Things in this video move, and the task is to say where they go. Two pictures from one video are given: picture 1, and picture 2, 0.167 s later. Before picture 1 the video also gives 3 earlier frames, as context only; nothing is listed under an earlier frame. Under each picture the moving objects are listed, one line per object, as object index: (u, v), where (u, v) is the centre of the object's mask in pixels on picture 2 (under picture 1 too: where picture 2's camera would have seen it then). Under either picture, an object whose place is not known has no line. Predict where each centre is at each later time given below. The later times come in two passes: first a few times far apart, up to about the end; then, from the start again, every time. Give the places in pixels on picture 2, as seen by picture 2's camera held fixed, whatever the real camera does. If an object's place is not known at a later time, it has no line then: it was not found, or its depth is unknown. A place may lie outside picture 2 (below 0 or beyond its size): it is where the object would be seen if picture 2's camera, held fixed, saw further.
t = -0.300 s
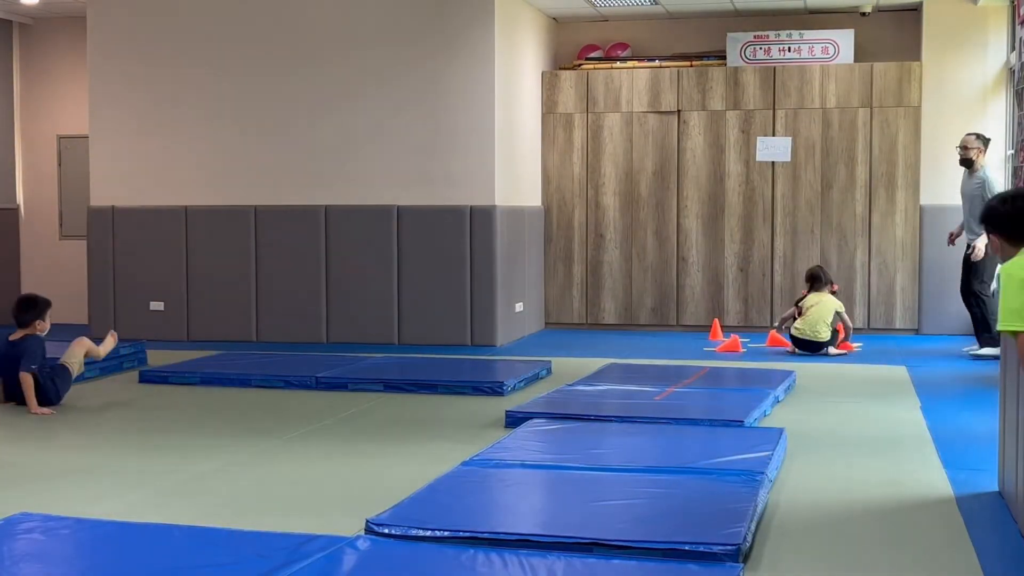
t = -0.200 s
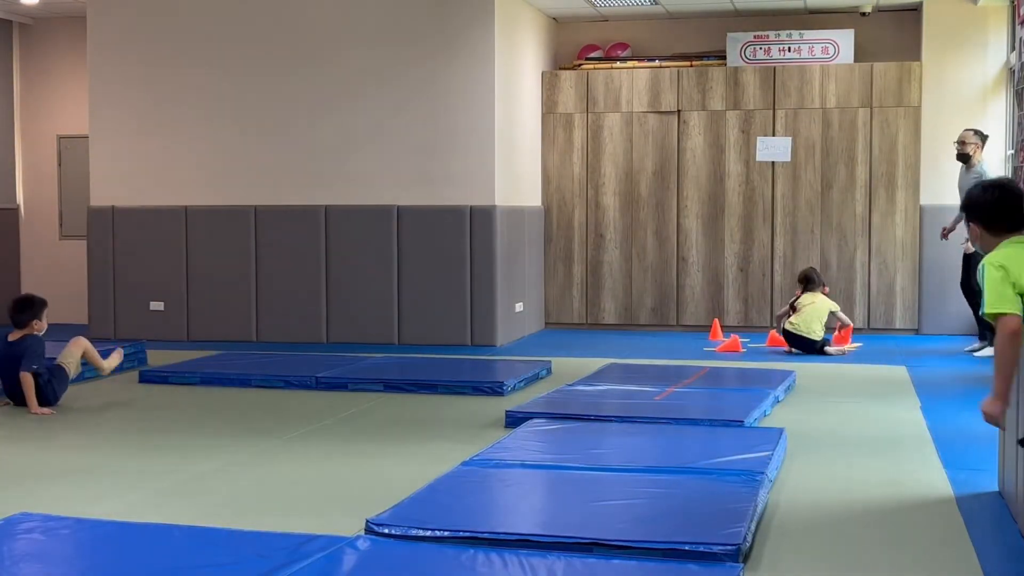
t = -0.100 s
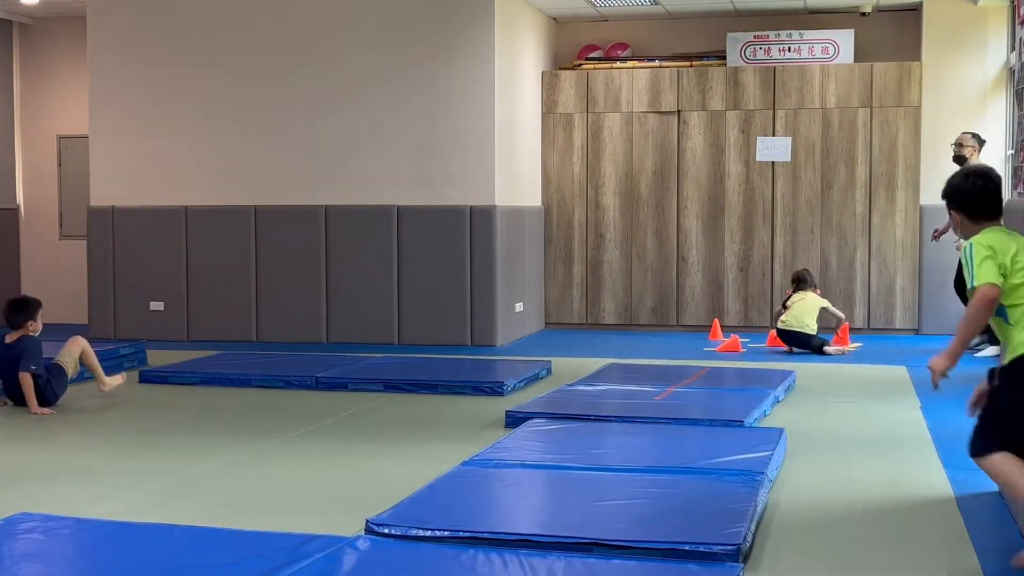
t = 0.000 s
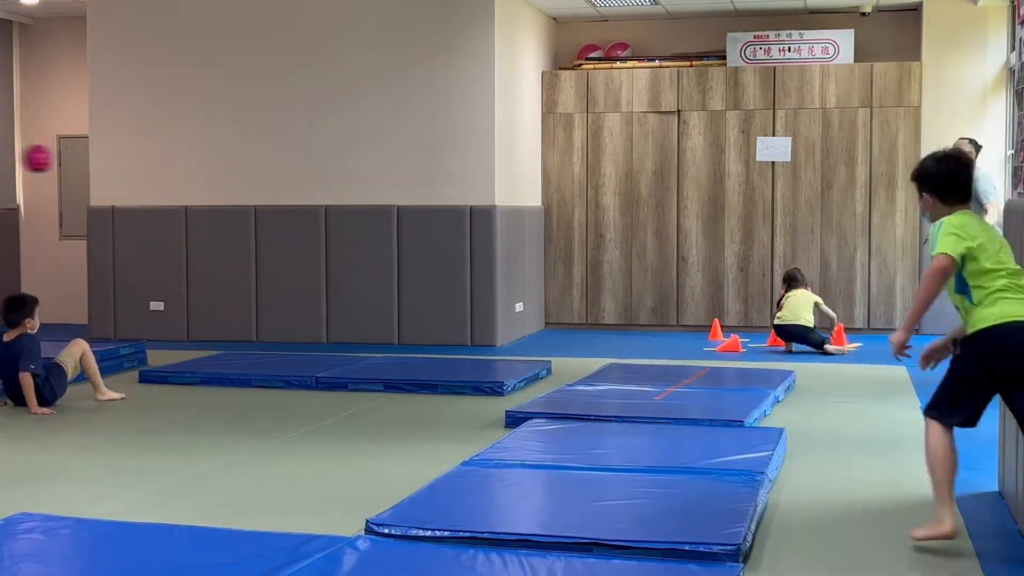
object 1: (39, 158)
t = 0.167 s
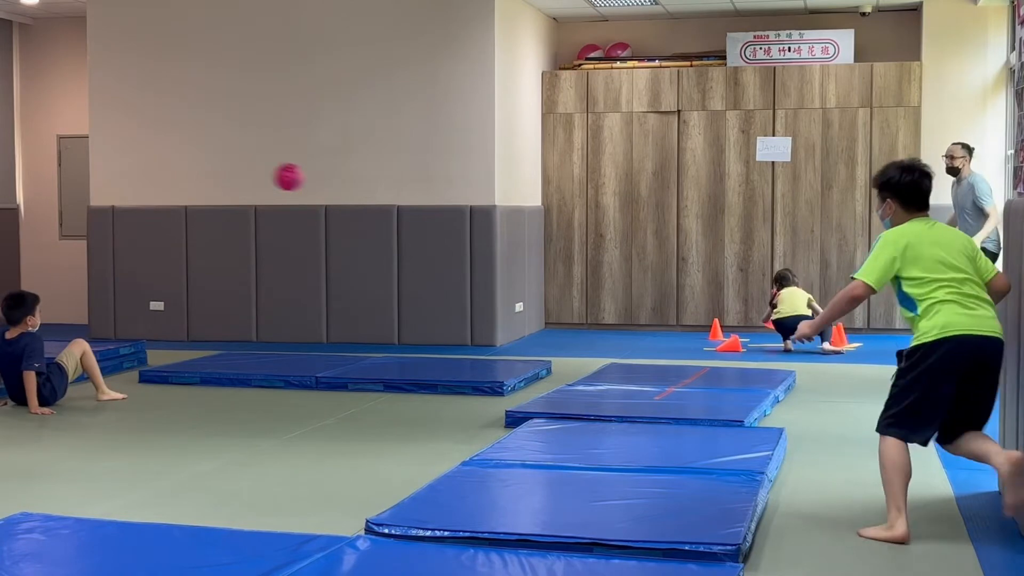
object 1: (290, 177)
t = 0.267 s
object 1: (418, 207)
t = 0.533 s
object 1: (706, 344)
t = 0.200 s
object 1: (334, 185)
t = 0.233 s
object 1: (376, 194)
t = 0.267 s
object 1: (418, 207)
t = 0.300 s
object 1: (458, 219)
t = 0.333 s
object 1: (496, 233)
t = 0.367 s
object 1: (533, 248)
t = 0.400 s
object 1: (570, 265)
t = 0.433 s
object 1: (606, 283)
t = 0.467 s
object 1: (641, 302)
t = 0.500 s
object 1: (675, 322)
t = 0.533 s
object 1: (706, 344)
